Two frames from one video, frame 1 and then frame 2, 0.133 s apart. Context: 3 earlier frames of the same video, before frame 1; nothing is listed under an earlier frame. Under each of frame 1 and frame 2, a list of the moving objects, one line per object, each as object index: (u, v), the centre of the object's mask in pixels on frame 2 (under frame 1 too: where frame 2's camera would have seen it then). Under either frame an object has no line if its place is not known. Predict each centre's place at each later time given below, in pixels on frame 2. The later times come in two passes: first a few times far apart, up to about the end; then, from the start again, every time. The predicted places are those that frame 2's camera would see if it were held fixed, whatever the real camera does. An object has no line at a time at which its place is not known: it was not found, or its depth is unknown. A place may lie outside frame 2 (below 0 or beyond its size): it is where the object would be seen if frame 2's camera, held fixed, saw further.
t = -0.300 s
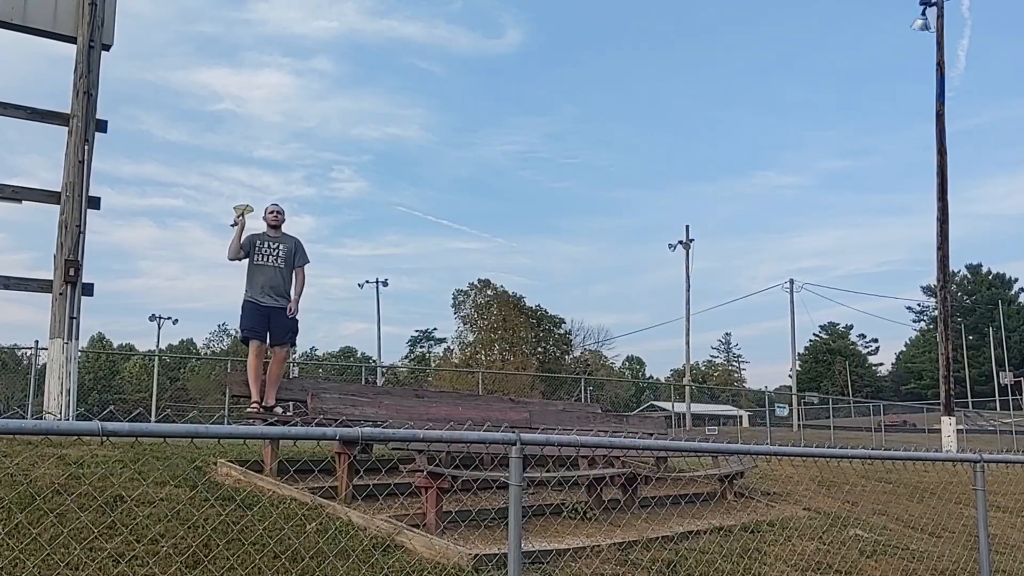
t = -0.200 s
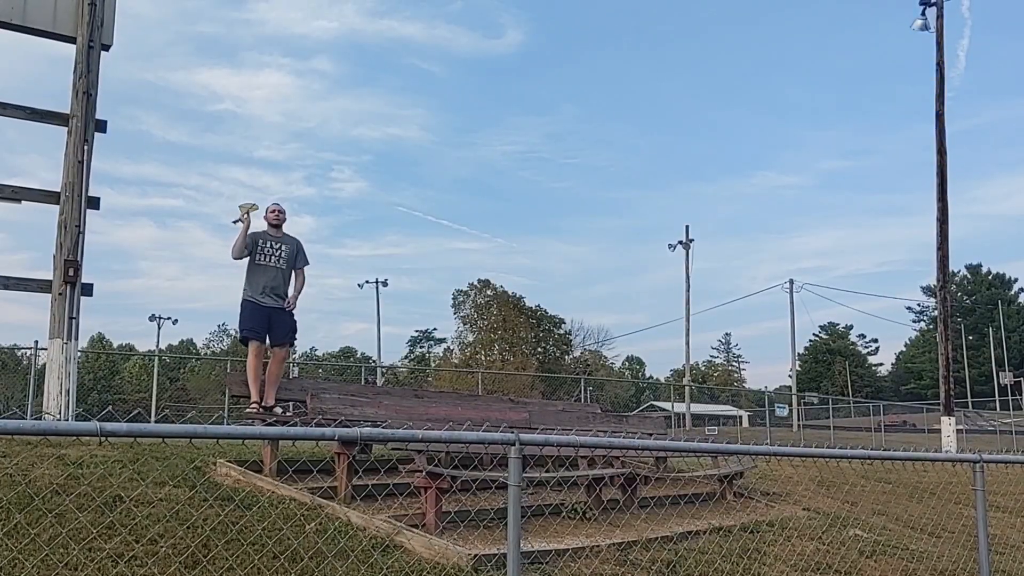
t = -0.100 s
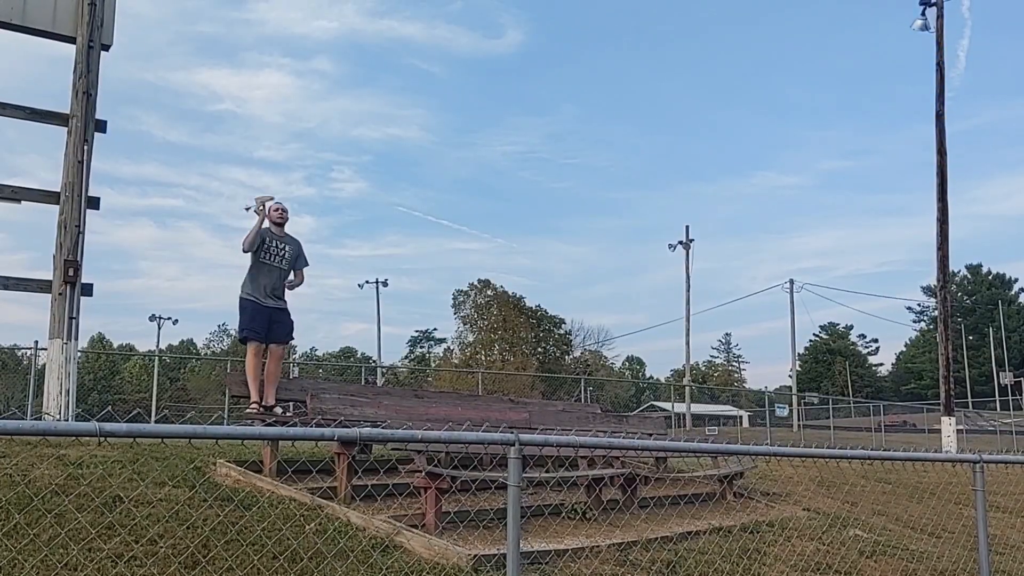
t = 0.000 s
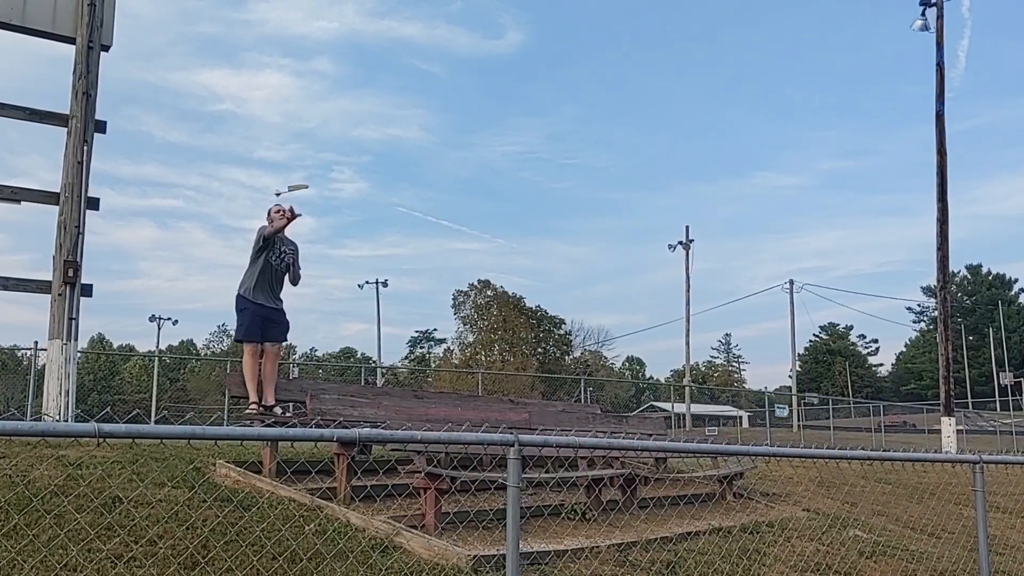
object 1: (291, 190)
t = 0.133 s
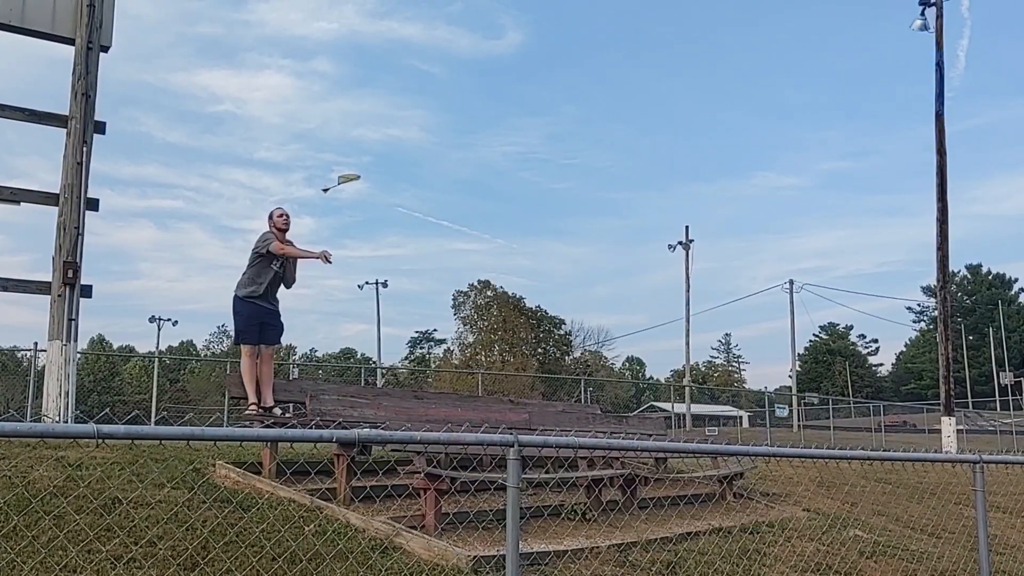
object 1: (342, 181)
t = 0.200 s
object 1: (371, 176)
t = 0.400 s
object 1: (461, 155)
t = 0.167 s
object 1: (356, 179)
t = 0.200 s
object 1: (371, 176)
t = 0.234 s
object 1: (385, 173)
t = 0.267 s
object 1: (399, 170)
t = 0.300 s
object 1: (414, 167)
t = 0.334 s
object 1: (429, 163)
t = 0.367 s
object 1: (445, 159)
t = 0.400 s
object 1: (461, 155)
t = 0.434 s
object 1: (477, 151)
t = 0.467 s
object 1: (494, 147)
